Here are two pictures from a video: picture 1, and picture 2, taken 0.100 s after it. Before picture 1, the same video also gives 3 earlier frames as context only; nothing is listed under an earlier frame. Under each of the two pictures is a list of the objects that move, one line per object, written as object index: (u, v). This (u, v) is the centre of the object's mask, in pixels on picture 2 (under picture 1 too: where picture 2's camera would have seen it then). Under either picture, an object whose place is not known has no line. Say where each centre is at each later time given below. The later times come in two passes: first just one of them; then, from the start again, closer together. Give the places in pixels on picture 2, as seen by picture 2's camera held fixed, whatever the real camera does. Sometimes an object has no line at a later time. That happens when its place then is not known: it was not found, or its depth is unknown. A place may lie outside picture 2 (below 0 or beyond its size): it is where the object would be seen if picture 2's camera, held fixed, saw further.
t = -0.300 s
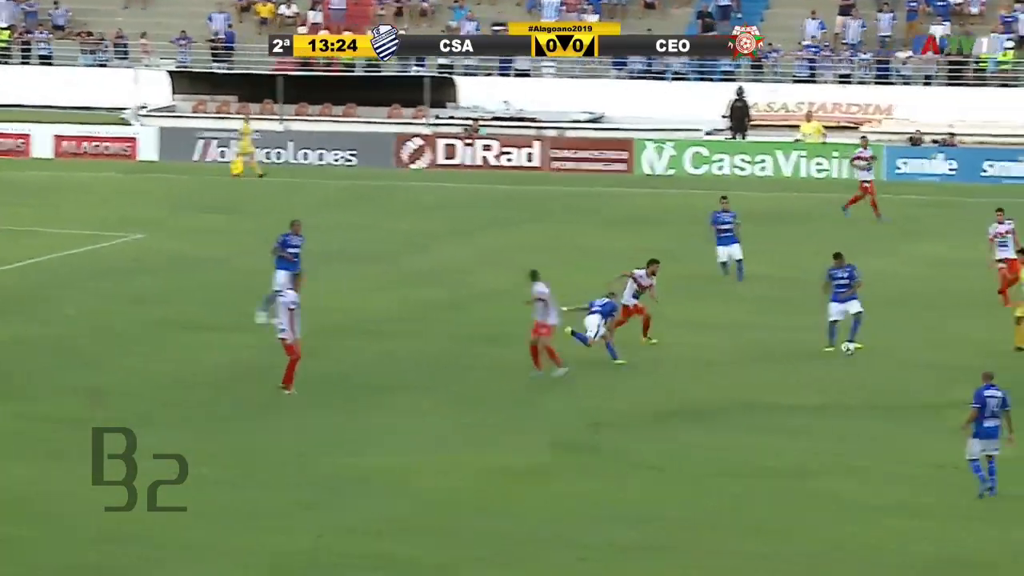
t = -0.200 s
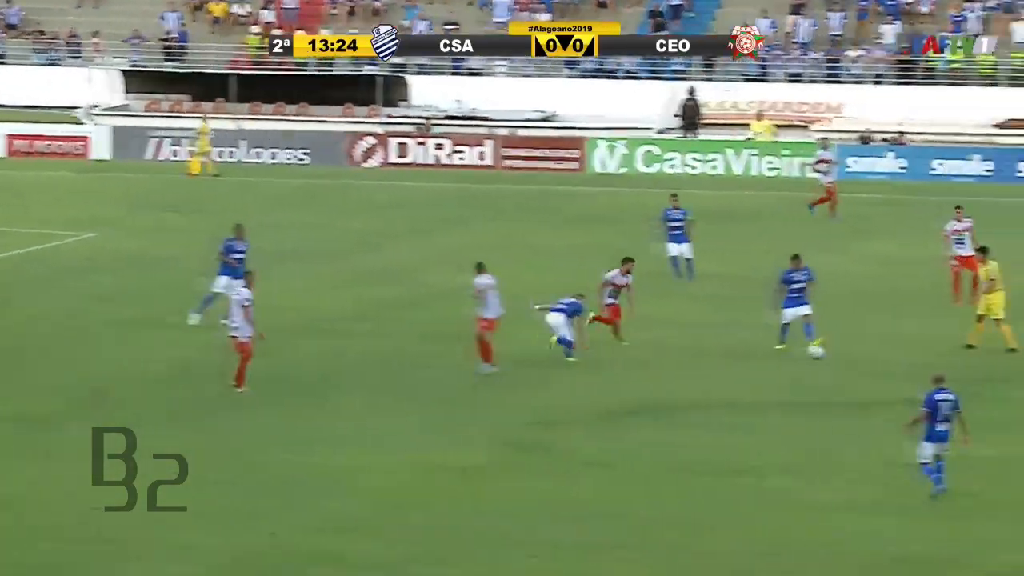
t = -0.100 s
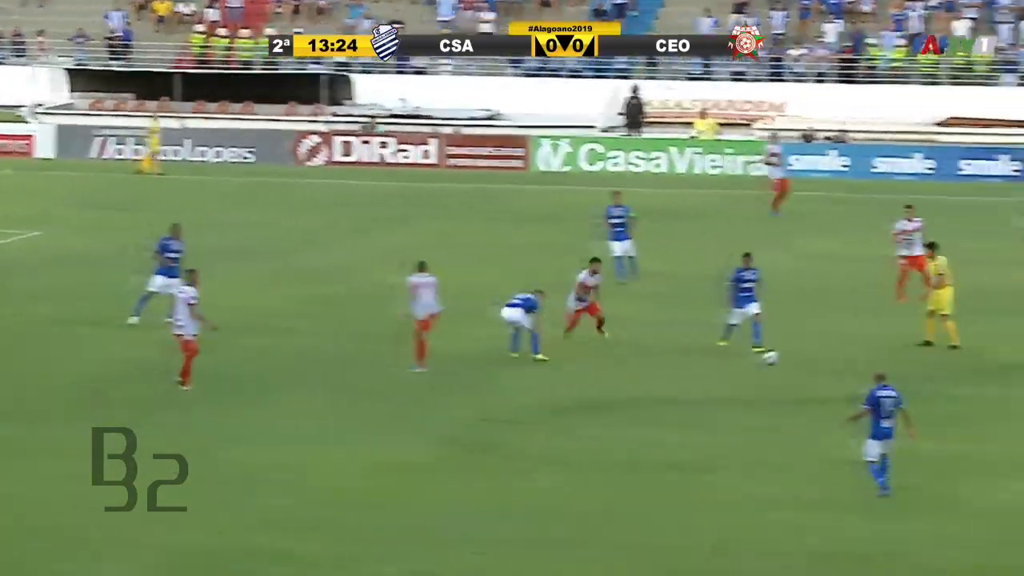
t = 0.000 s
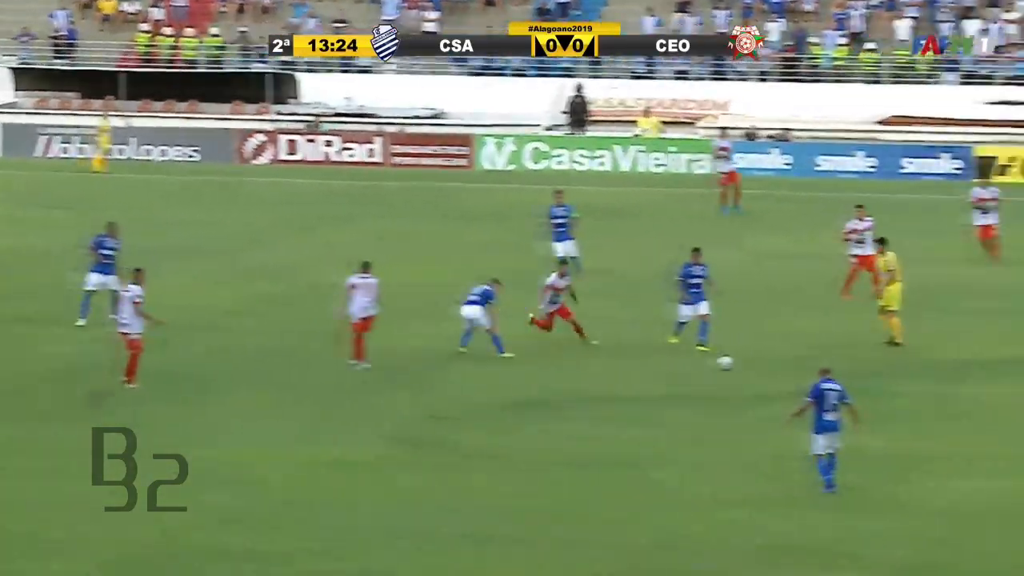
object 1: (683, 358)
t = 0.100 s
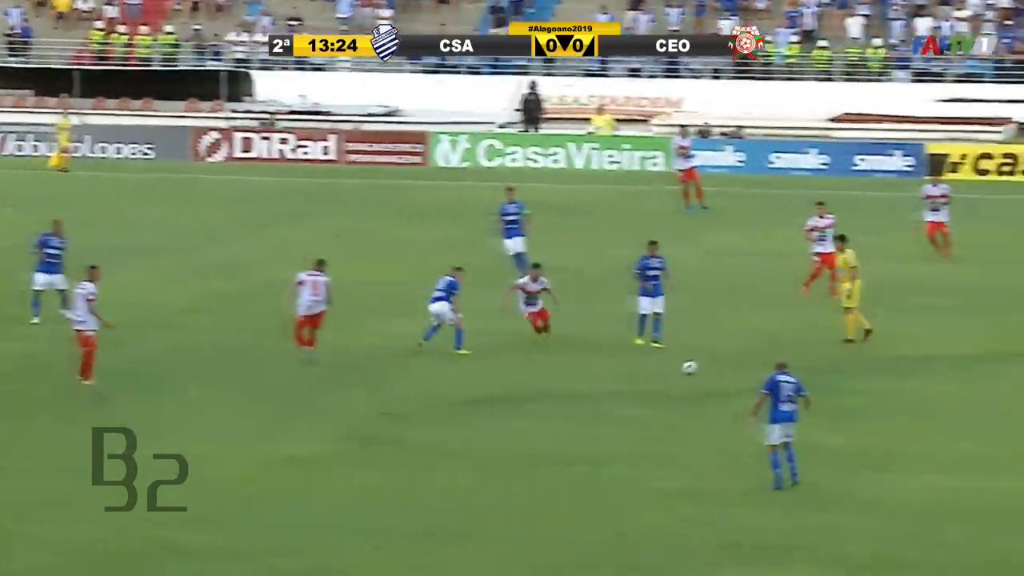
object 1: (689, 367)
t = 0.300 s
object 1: (703, 384)
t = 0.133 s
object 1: (691, 369)
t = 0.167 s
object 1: (695, 371)
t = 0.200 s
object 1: (700, 373)
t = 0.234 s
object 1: (698, 377)
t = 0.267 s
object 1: (701, 380)
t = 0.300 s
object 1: (703, 384)
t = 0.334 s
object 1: (705, 386)
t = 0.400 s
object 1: (709, 391)
